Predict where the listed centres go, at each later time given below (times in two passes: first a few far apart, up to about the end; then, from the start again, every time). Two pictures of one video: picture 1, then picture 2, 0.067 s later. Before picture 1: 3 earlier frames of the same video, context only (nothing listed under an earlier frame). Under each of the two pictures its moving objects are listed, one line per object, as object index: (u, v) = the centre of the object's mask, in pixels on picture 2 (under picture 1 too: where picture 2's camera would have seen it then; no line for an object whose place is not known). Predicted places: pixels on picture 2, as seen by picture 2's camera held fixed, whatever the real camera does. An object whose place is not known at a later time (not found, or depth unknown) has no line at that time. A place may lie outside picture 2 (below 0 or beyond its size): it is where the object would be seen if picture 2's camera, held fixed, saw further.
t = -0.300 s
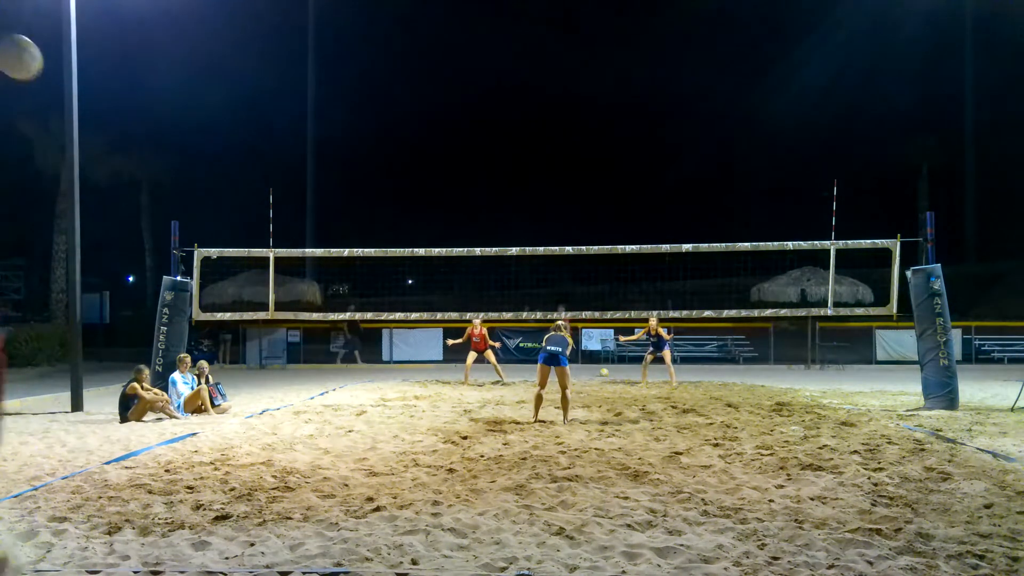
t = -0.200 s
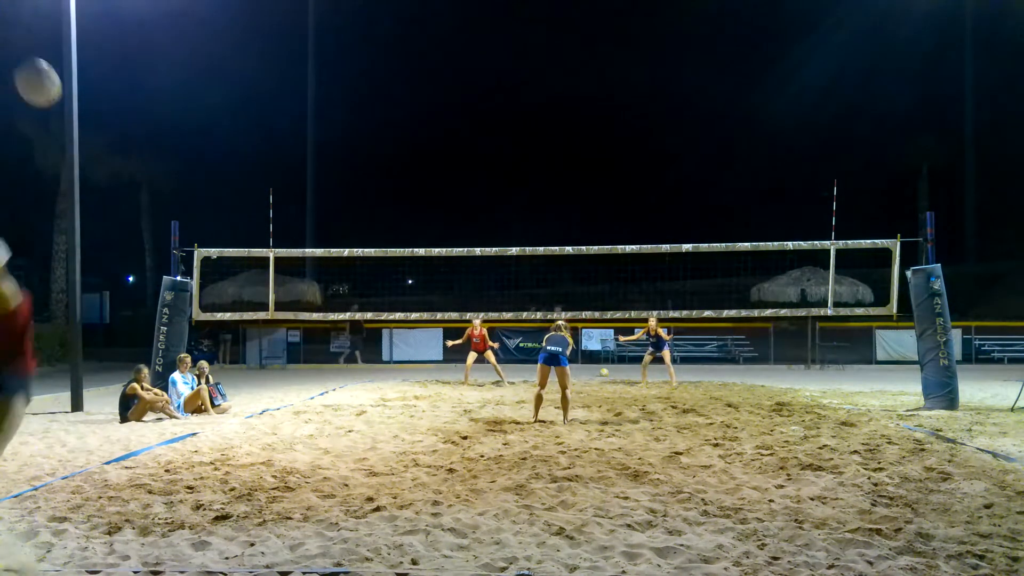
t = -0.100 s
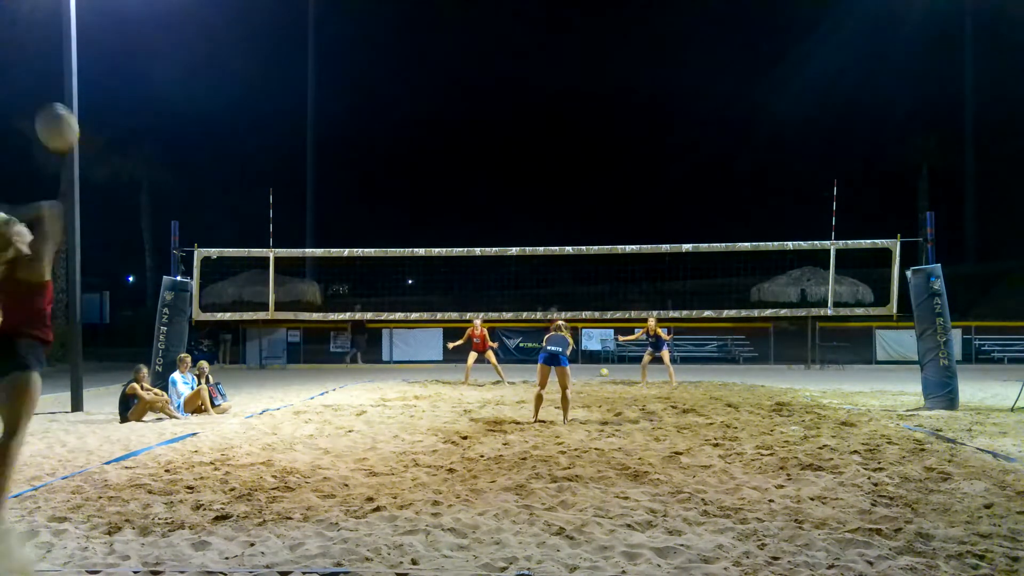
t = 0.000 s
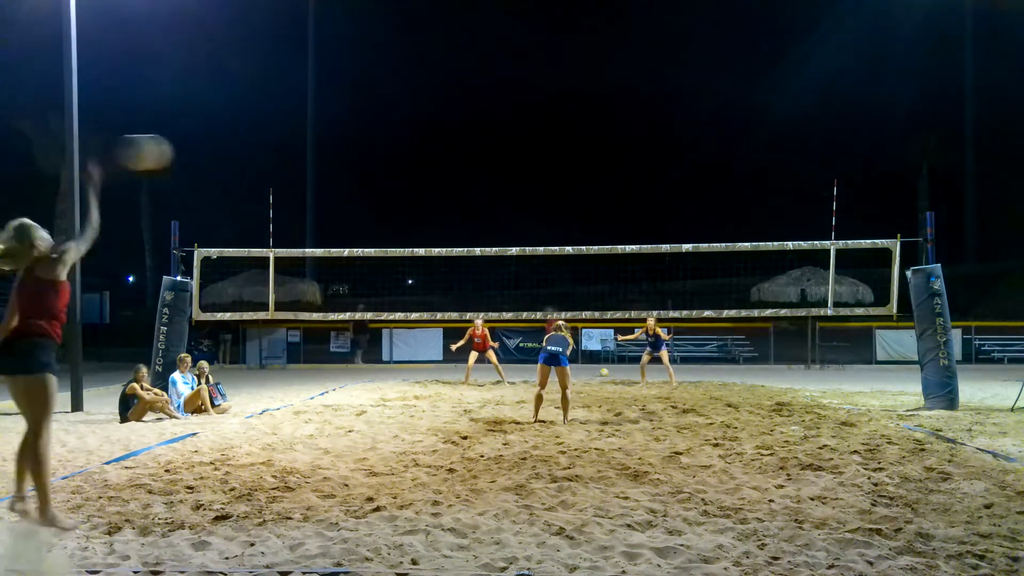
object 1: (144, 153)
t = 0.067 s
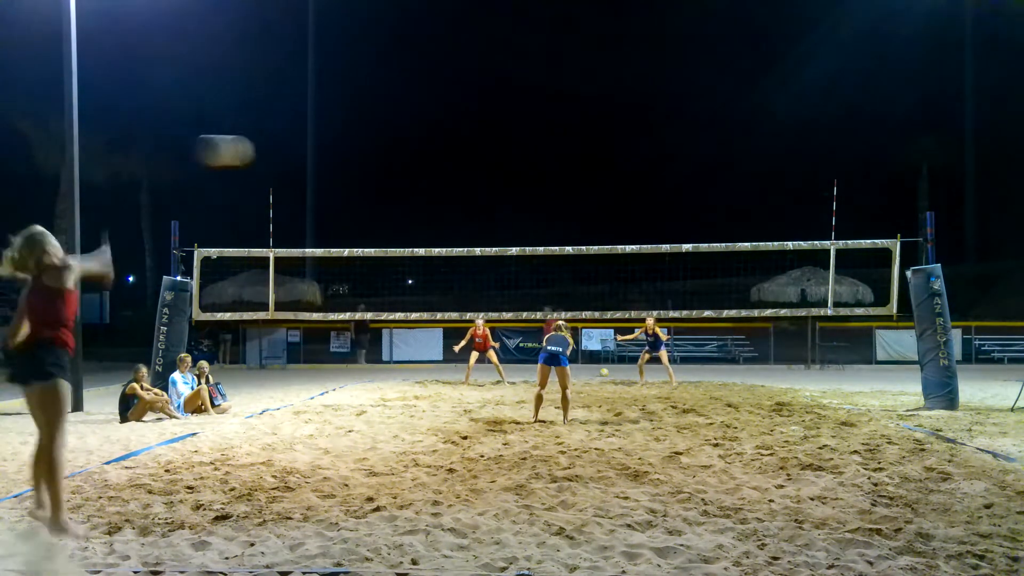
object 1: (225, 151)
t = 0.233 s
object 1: (370, 165)
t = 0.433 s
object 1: (465, 209)
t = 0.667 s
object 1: (526, 236)
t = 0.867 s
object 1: (555, 236)
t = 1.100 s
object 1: (587, 270)
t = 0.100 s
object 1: (260, 151)
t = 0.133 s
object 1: (291, 153)
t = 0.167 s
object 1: (319, 156)
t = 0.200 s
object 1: (344, 160)
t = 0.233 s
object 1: (370, 165)
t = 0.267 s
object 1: (390, 172)
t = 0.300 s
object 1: (408, 178)
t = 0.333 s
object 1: (425, 186)
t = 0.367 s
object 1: (440, 193)
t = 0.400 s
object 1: (454, 201)
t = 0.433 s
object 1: (465, 209)
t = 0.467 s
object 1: (478, 218)
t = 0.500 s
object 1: (489, 227)
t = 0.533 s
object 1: (500, 236)
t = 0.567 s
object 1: (509, 245)
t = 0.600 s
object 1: (515, 243)
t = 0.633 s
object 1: (521, 239)
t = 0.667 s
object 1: (526, 236)
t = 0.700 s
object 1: (531, 234)
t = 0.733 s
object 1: (535, 233)
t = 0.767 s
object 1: (540, 233)
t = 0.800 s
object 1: (545, 233)
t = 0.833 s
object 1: (550, 234)
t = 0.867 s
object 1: (555, 236)
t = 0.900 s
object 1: (560, 238)
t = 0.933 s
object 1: (565, 242)
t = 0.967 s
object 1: (569, 244)
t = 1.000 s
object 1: (573, 252)
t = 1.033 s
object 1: (579, 258)
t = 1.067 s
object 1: (583, 263)
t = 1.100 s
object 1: (587, 270)
